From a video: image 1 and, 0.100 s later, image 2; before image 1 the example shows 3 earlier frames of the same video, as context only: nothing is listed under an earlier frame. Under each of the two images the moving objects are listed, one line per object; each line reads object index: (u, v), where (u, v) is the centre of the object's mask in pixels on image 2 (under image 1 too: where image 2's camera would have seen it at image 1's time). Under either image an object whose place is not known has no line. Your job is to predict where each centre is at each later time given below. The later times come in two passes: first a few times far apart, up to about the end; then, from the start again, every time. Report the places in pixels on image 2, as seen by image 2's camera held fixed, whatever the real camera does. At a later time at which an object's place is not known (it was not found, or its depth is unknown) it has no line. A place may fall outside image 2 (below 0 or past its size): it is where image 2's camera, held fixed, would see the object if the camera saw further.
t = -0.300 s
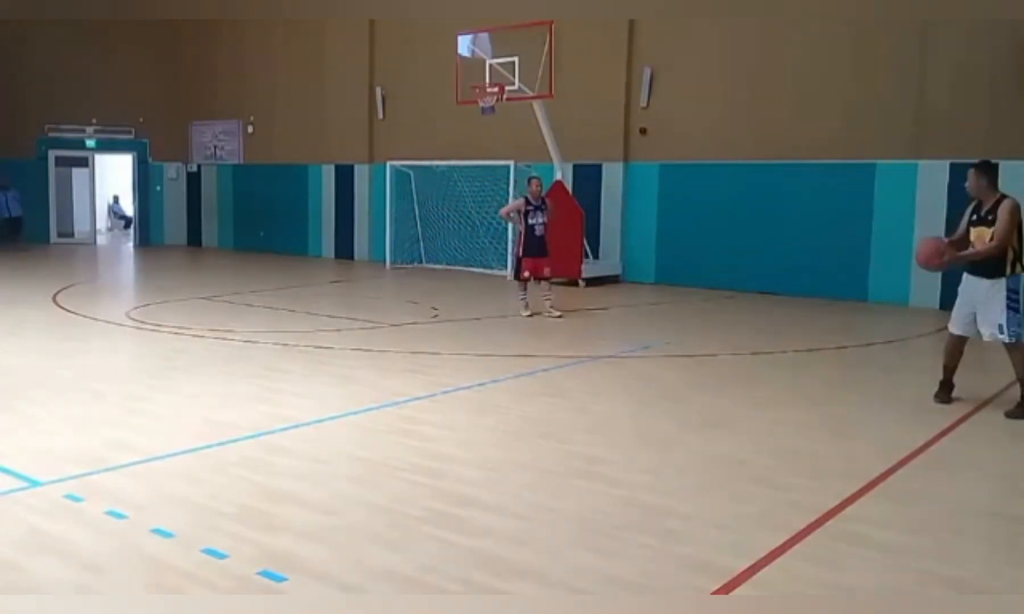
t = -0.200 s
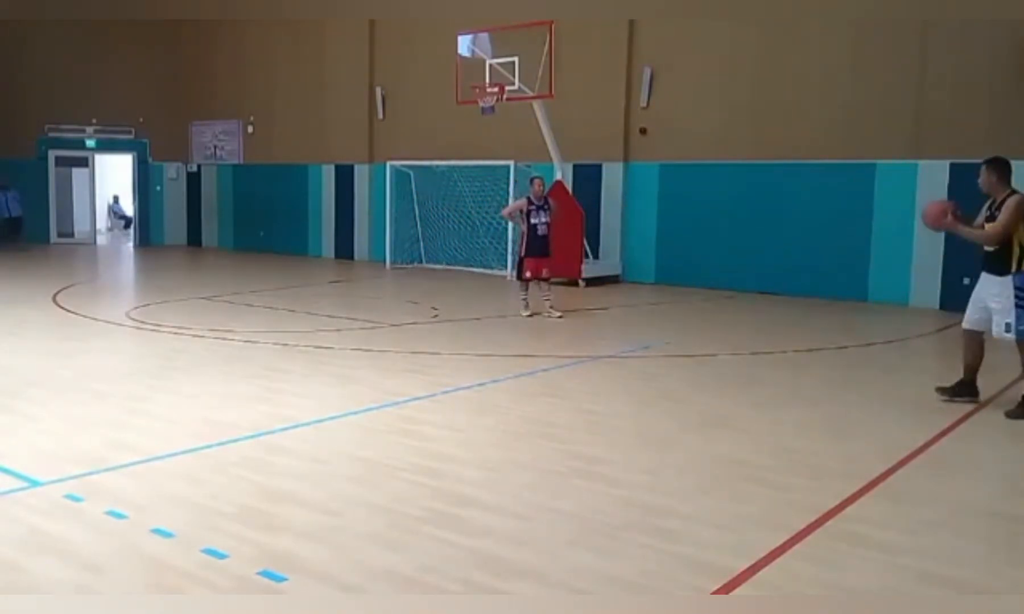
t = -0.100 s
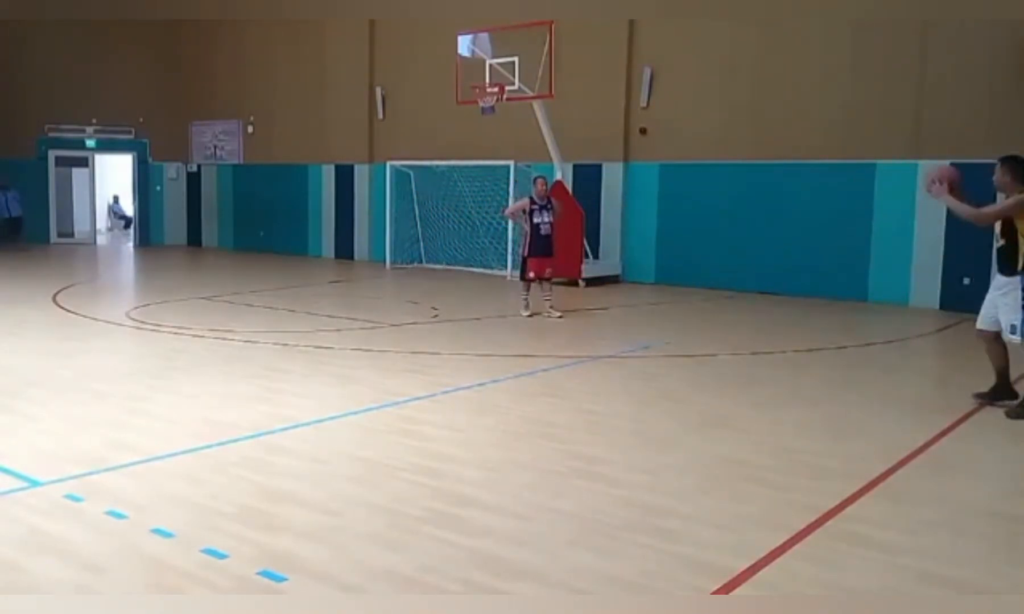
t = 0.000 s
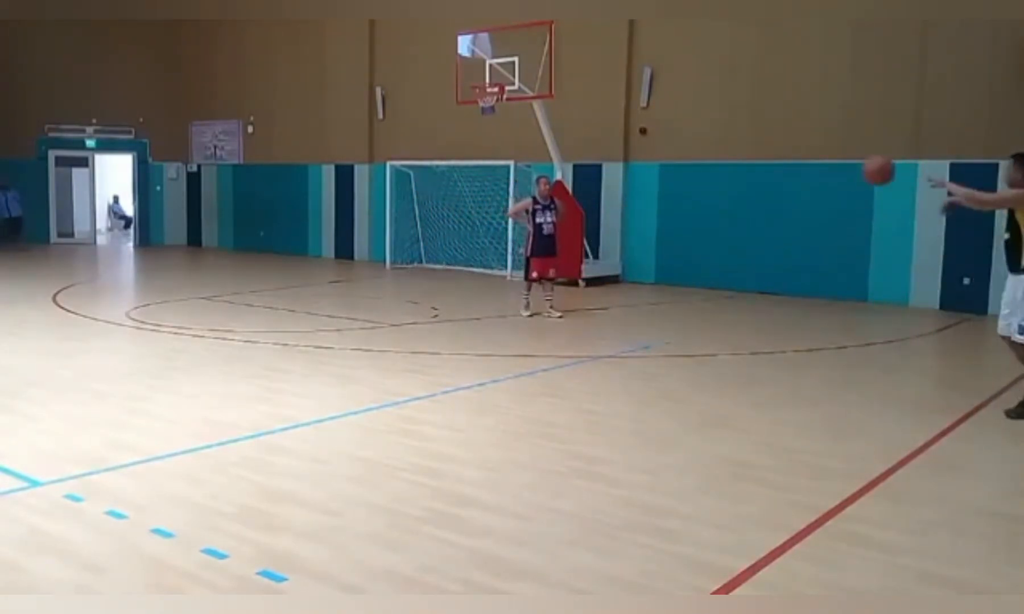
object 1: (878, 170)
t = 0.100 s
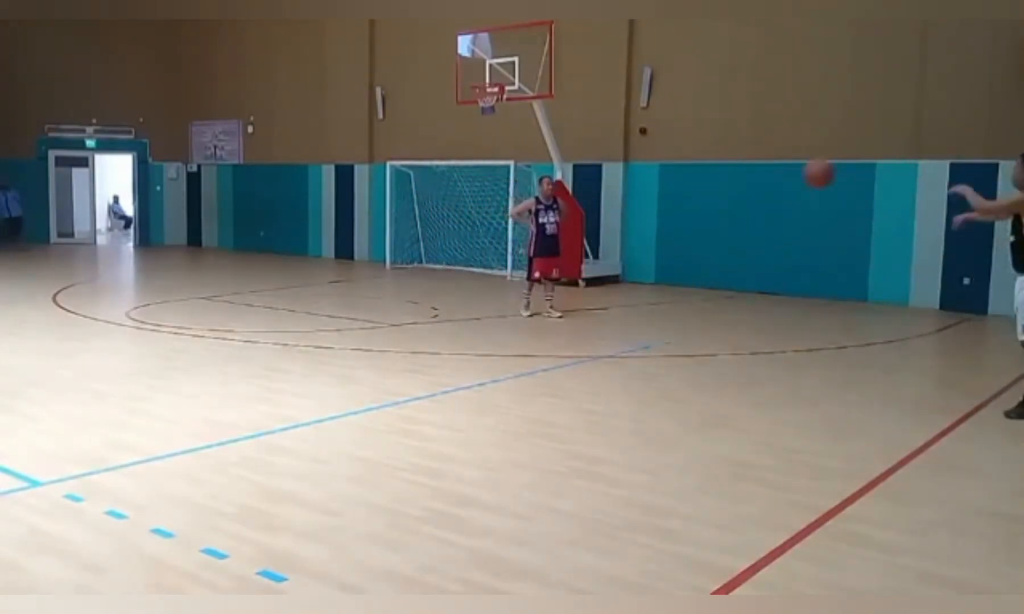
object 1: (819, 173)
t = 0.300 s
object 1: (717, 213)
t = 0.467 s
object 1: (649, 270)
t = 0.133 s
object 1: (801, 177)
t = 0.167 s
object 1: (782, 183)
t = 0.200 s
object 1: (764, 189)
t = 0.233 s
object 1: (748, 196)
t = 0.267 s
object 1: (732, 204)
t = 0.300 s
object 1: (717, 213)
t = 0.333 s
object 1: (703, 223)
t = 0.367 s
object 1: (689, 233)
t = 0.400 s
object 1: (676, 244)
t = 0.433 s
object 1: (663, 256)
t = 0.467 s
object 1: (649, 270)
